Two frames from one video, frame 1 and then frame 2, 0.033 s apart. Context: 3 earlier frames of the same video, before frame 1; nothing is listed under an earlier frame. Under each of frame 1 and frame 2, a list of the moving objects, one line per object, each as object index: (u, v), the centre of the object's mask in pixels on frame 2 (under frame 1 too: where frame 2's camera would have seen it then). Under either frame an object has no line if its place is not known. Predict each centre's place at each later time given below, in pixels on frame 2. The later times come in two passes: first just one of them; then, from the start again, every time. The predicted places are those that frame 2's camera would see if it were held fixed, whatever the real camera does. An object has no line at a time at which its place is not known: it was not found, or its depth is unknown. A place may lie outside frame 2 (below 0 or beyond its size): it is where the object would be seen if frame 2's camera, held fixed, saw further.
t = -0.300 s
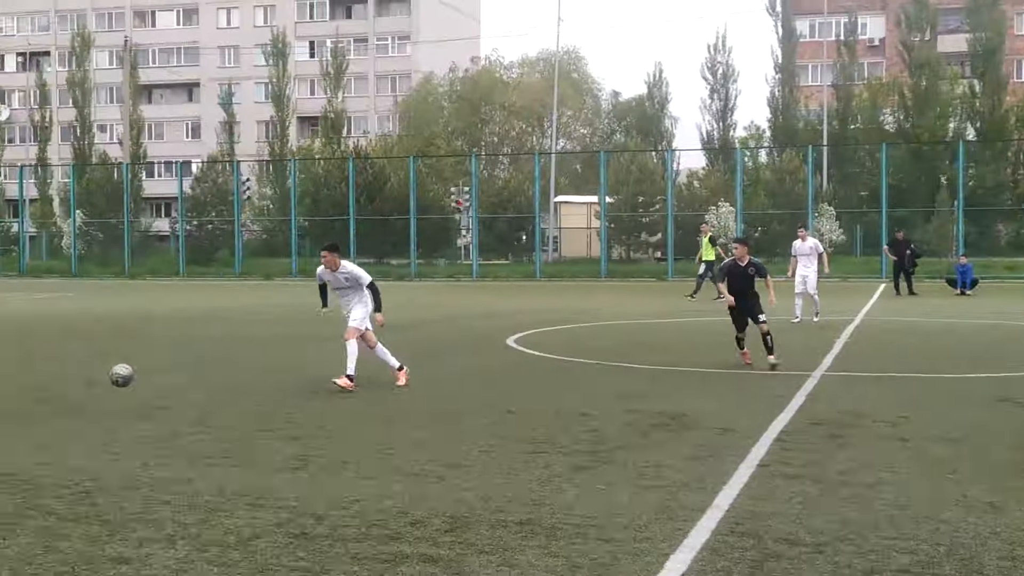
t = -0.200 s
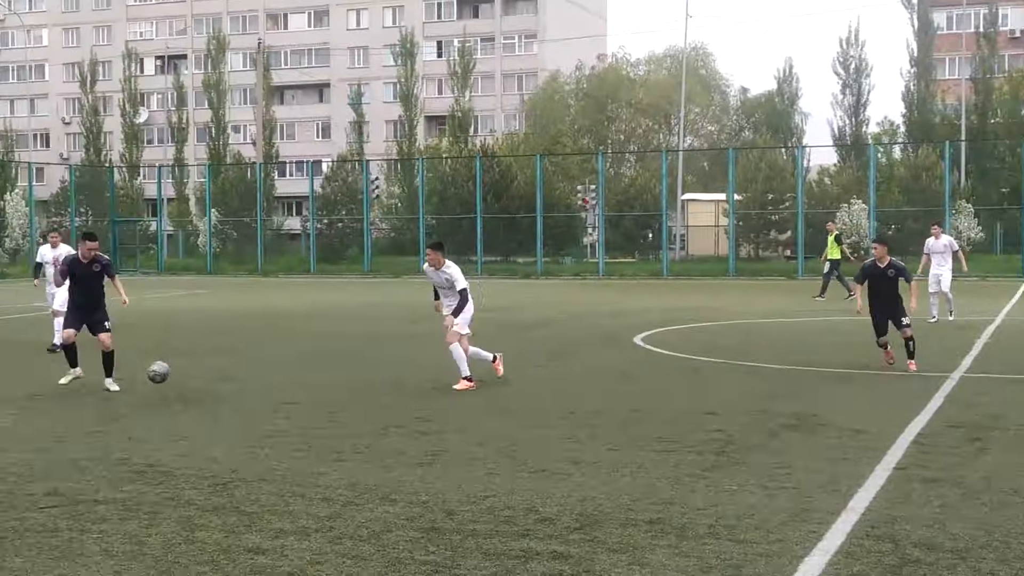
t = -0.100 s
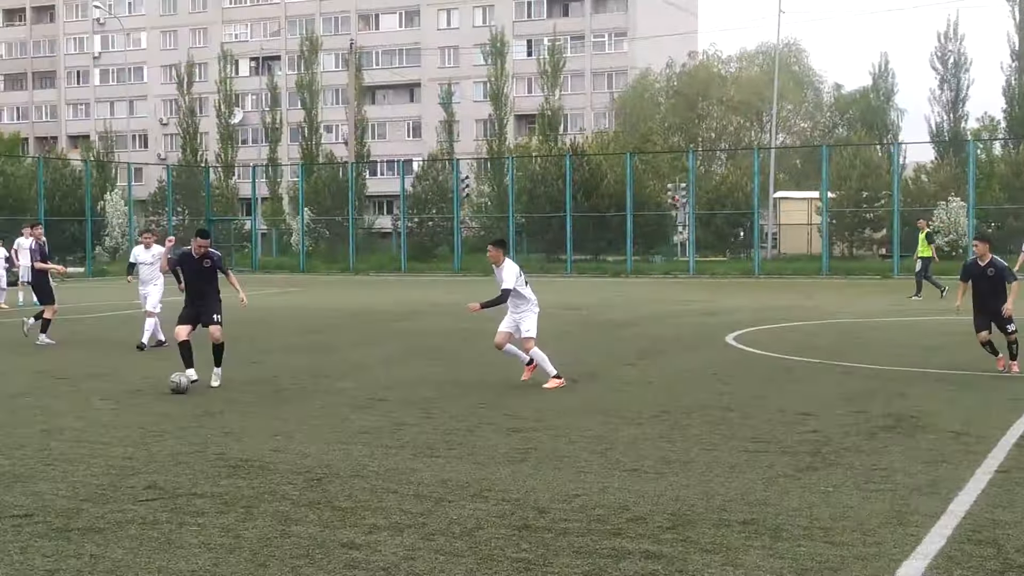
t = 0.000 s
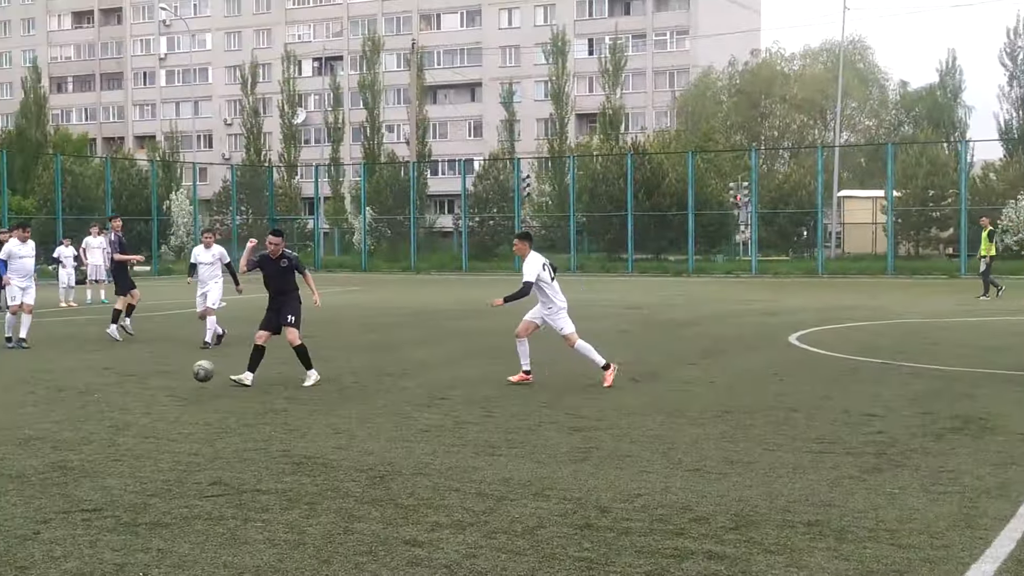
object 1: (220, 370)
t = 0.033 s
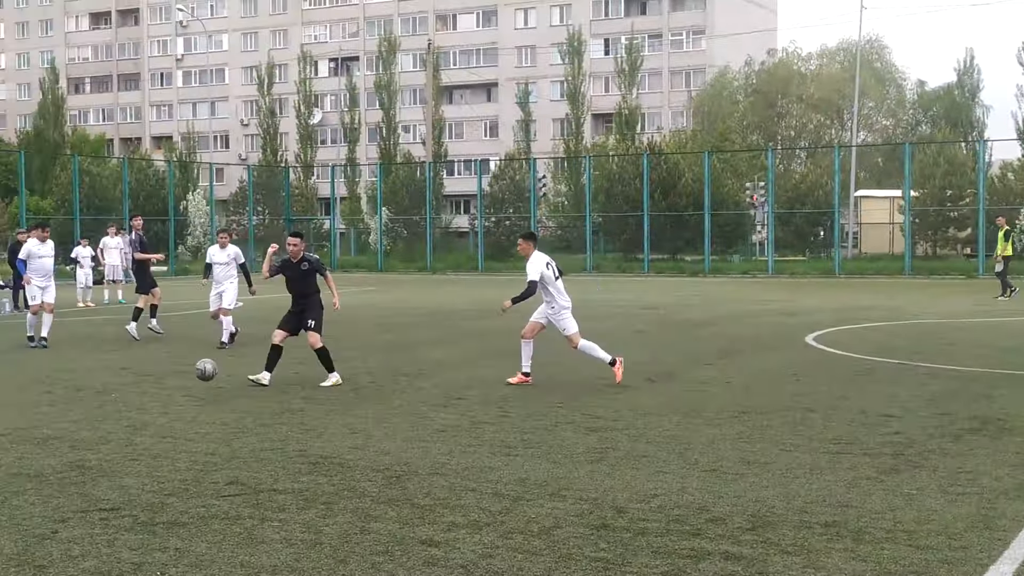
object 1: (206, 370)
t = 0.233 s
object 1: (108, 391)
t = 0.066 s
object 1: (191, 370)
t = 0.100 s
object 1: (176, 372)
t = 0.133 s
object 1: (160, 375)
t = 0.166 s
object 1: (143, 379)
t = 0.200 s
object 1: (126, 384)
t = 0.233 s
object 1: (108, 391)
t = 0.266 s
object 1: (88, 399)
